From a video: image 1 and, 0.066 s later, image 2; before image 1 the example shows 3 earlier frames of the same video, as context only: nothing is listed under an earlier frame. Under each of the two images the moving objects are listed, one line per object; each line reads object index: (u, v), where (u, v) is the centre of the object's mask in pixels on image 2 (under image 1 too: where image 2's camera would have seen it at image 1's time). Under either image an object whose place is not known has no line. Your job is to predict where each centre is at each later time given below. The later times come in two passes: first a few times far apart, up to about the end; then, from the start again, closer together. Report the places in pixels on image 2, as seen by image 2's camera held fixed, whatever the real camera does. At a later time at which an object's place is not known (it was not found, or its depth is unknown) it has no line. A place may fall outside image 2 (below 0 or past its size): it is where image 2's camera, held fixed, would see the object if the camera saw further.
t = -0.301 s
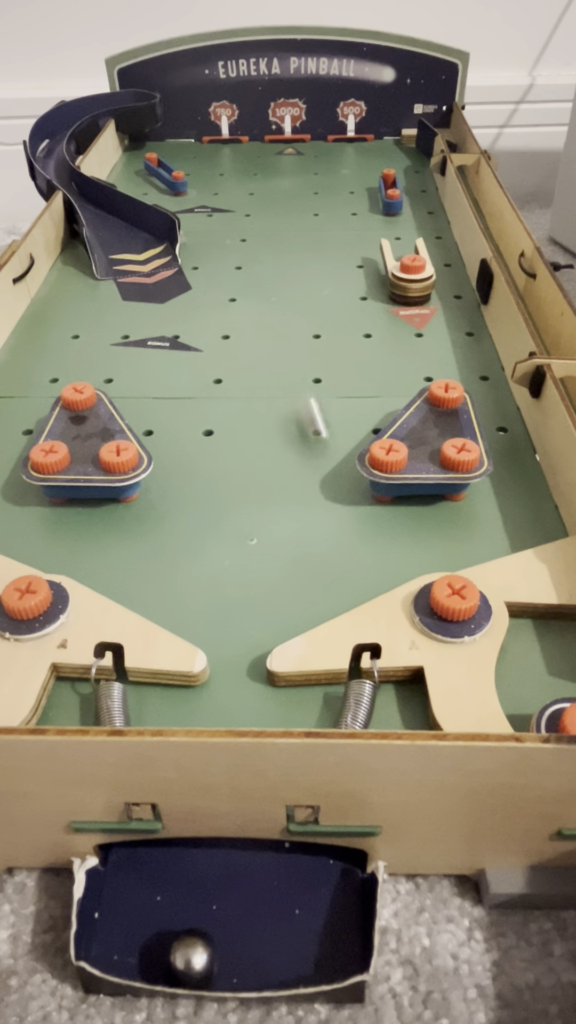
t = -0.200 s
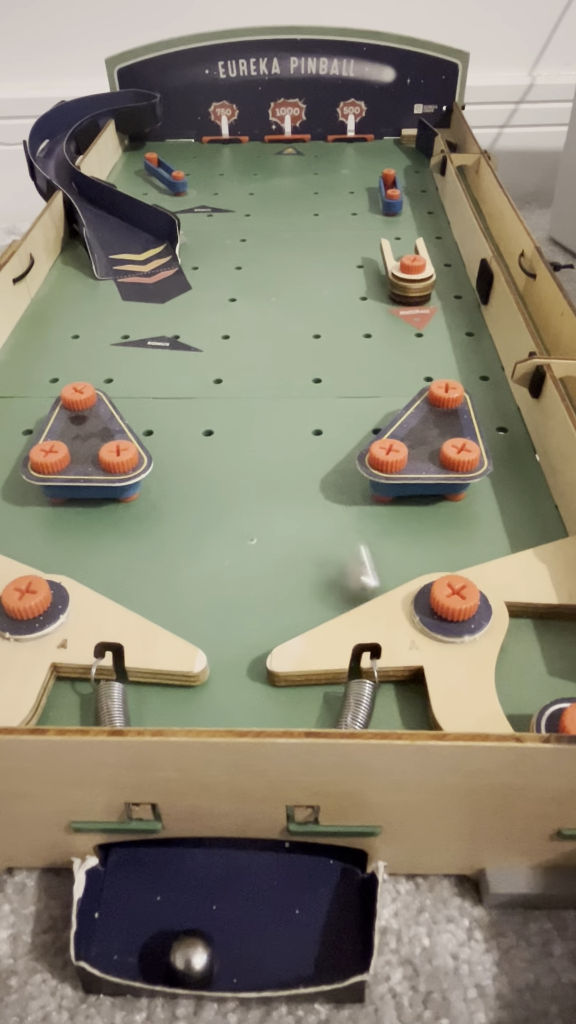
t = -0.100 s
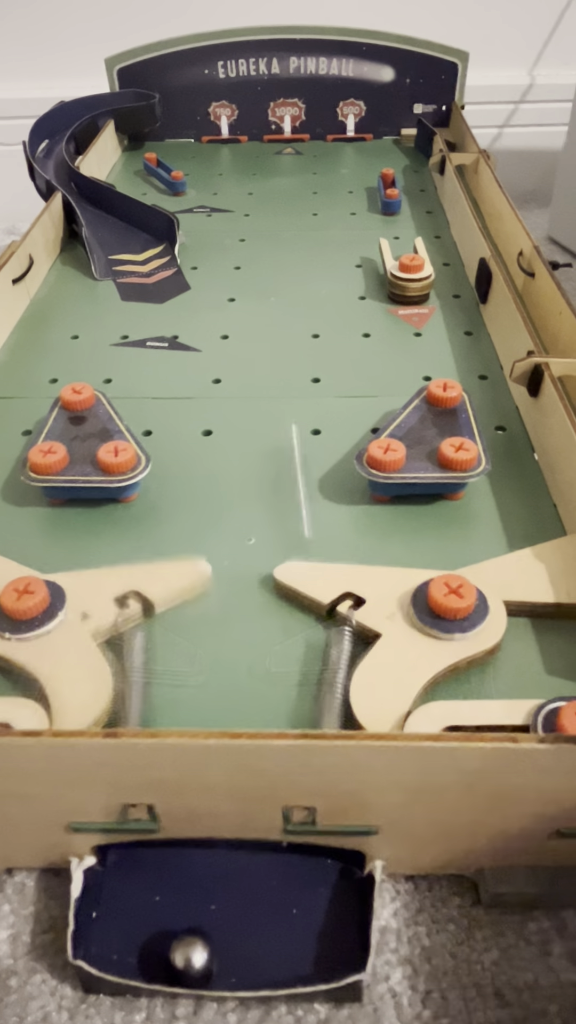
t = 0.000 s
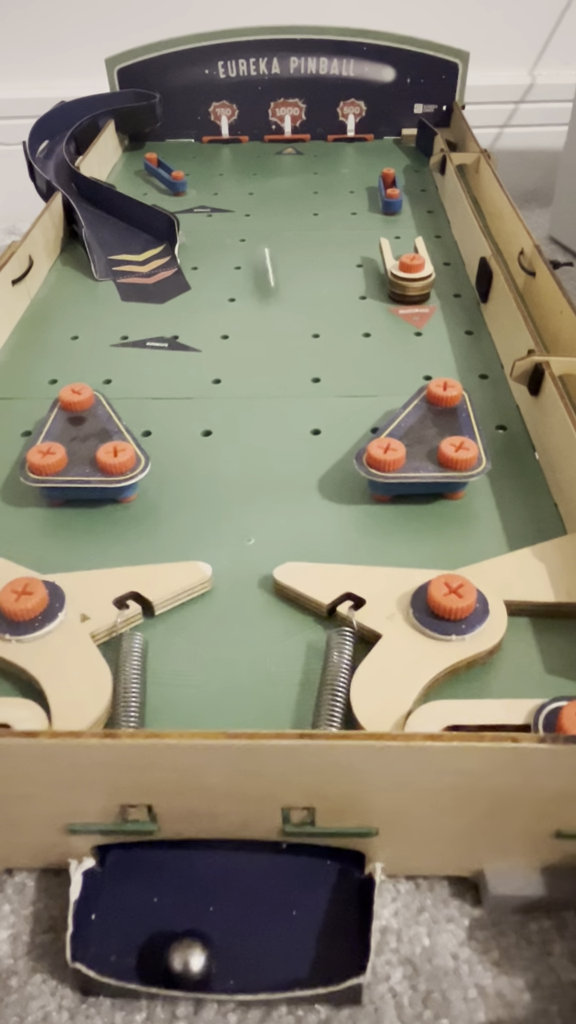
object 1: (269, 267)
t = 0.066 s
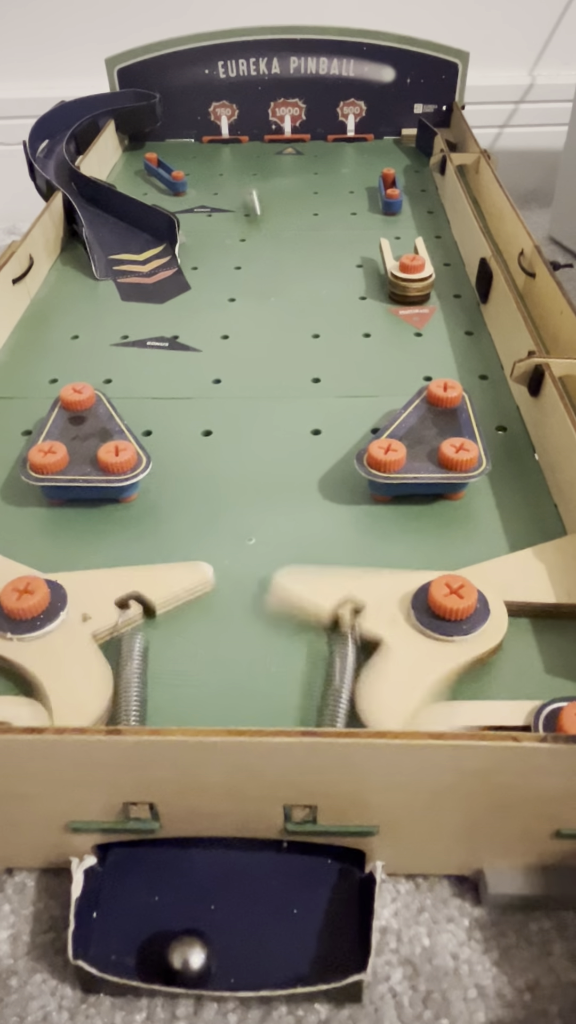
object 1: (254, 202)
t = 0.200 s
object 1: (235, 130)
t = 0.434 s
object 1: (217, 144)
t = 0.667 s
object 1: (180, 167)
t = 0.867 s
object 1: (239, 177)
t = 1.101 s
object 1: (294, 215)
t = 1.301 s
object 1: (356, 295)
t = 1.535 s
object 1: (316, 422)
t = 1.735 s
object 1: (160, 526)
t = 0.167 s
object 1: (239, 143)
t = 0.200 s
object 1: (235, 130)
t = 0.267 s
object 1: (233, 122)
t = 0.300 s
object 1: (231, 132)
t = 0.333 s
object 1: (229, 138)
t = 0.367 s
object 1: (225, 141)
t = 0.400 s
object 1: (220, 143)
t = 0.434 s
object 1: (217, 144)
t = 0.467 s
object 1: (211, 147)
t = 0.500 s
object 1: (206, 149)
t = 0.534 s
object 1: (201, 152)
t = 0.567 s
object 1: (195, 155)
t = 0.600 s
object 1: (190, 160)
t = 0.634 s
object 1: (183, 164)
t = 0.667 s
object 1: (180, 167)
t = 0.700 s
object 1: (190, 168)
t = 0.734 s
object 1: (199, 170)
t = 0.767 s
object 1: (210, 170)
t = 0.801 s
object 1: (219, 173)
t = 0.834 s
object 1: (229, 174)
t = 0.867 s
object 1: (239, 177)
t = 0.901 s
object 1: (249, 181)
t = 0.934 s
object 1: (256, 183)
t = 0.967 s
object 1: (264, 188)
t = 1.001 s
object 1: (272, 195)
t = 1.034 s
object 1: (279, 201)
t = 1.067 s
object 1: (288, 208)
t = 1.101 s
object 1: (294, 215)
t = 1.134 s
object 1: (304, 225)
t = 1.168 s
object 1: (314, 235)
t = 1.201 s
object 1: (323, 247)
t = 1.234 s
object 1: (333, 260)
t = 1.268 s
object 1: (344, 276)
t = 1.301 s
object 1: (356, 295)
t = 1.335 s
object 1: (369, 313)
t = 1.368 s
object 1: (381, 336)
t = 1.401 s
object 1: (398, 364)
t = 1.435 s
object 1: (408, 388)
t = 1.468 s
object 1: (390, 404)
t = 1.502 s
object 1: (353, 413)
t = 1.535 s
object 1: (316, 422)
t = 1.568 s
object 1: (280, 433)
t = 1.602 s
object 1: (240, 447)
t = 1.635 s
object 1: (200, 464)
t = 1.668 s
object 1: (159, 484)
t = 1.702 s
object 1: (159, 503)
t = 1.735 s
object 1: (160, 526)
